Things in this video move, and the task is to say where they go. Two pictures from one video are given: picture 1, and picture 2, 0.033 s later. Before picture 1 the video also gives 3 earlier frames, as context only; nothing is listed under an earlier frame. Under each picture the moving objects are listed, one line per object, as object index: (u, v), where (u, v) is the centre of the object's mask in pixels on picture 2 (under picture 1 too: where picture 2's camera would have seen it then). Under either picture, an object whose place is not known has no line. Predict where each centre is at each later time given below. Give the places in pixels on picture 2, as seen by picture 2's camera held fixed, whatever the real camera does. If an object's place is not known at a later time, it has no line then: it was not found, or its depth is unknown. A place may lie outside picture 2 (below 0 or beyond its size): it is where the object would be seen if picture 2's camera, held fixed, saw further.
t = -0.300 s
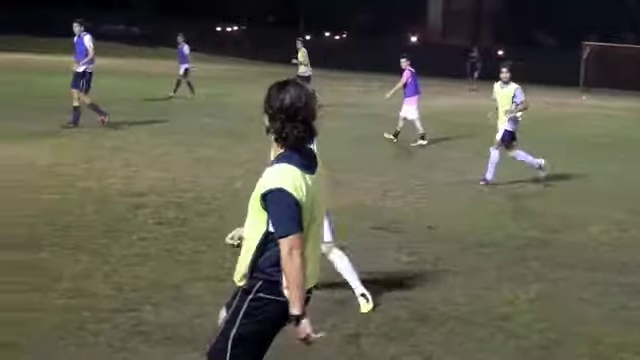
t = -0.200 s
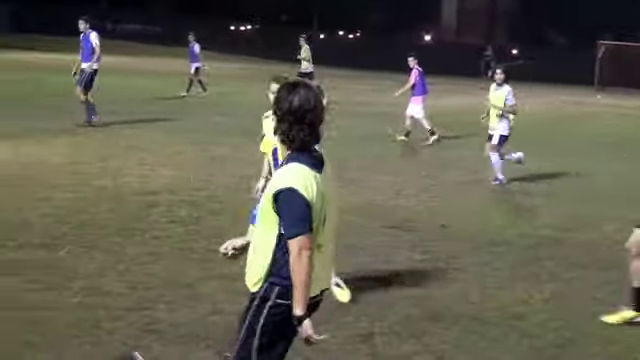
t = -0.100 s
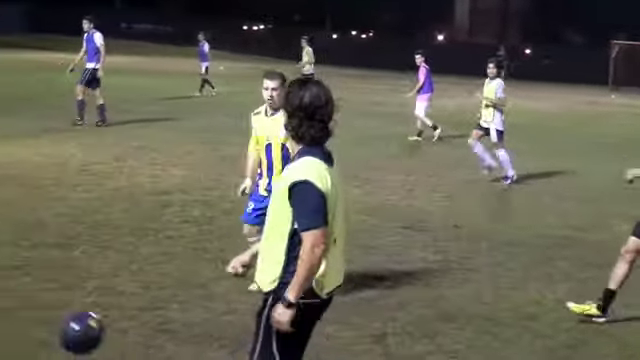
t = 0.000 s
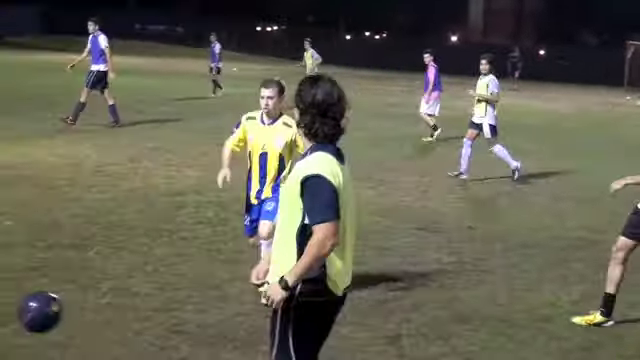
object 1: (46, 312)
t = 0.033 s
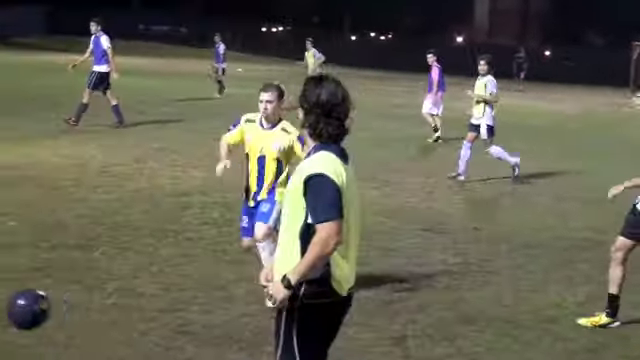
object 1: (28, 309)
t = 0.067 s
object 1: (11, 307)
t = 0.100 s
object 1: (-2, 308)
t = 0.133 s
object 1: (-15, 309)
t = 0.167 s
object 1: (-25, 314)
